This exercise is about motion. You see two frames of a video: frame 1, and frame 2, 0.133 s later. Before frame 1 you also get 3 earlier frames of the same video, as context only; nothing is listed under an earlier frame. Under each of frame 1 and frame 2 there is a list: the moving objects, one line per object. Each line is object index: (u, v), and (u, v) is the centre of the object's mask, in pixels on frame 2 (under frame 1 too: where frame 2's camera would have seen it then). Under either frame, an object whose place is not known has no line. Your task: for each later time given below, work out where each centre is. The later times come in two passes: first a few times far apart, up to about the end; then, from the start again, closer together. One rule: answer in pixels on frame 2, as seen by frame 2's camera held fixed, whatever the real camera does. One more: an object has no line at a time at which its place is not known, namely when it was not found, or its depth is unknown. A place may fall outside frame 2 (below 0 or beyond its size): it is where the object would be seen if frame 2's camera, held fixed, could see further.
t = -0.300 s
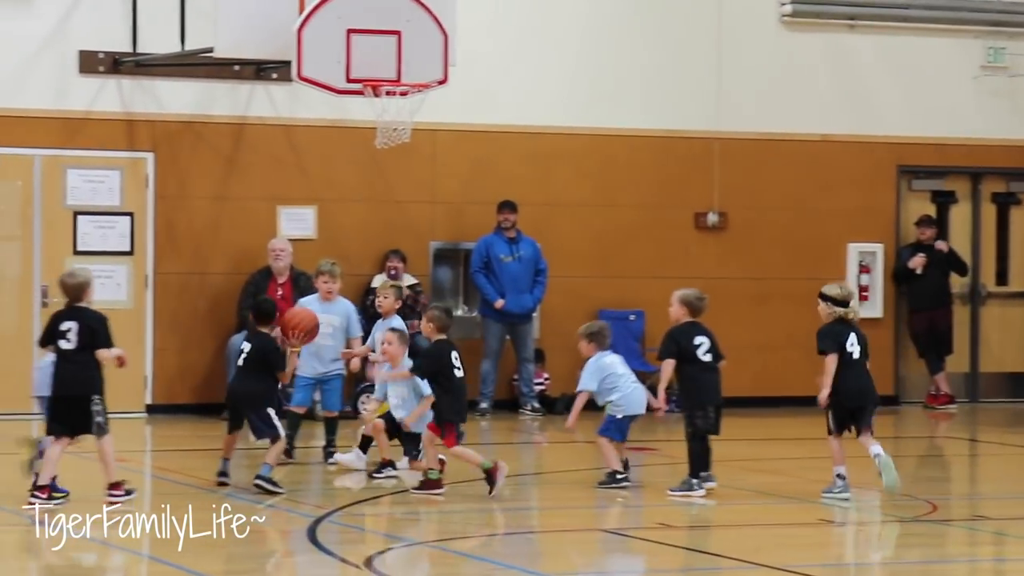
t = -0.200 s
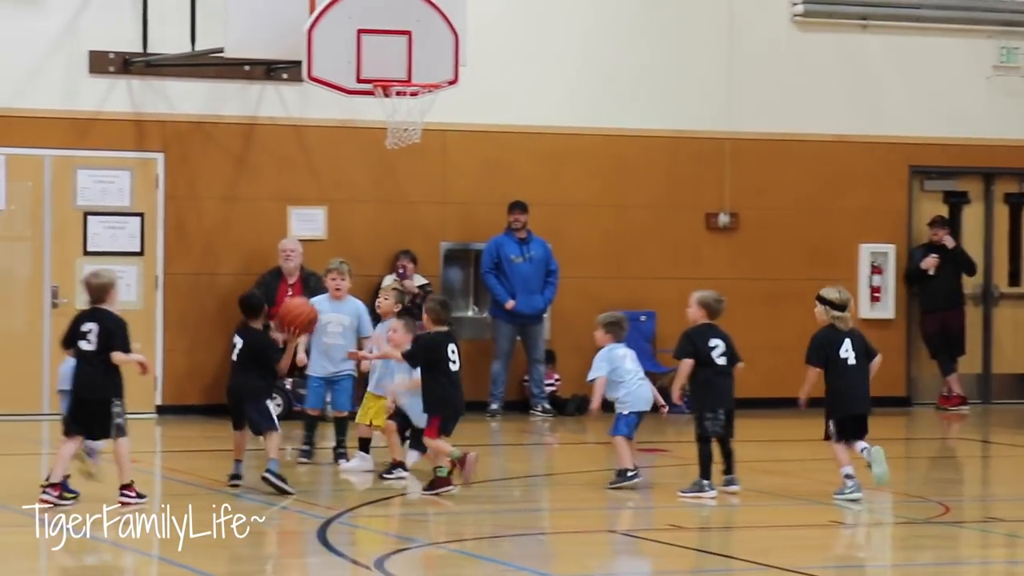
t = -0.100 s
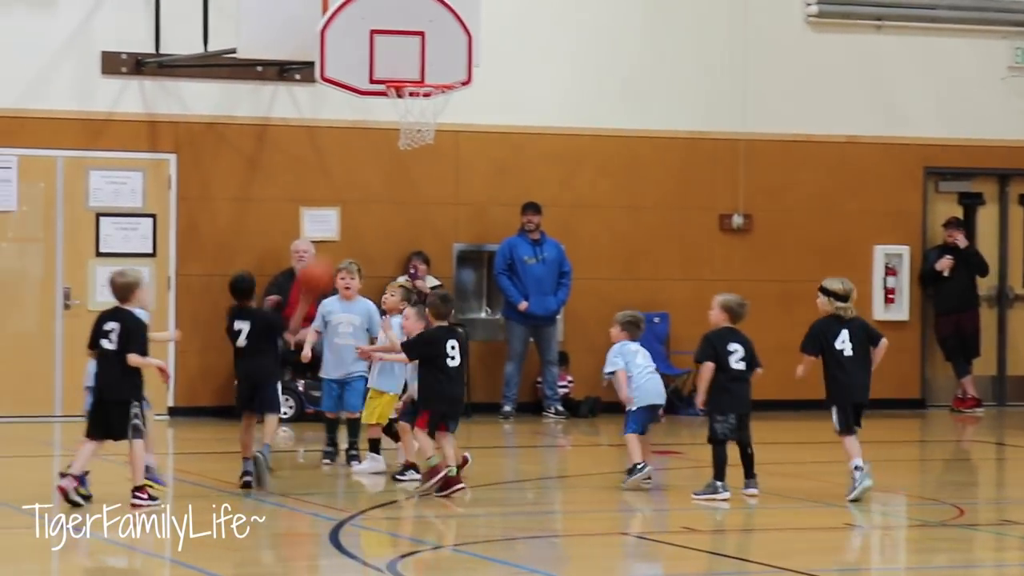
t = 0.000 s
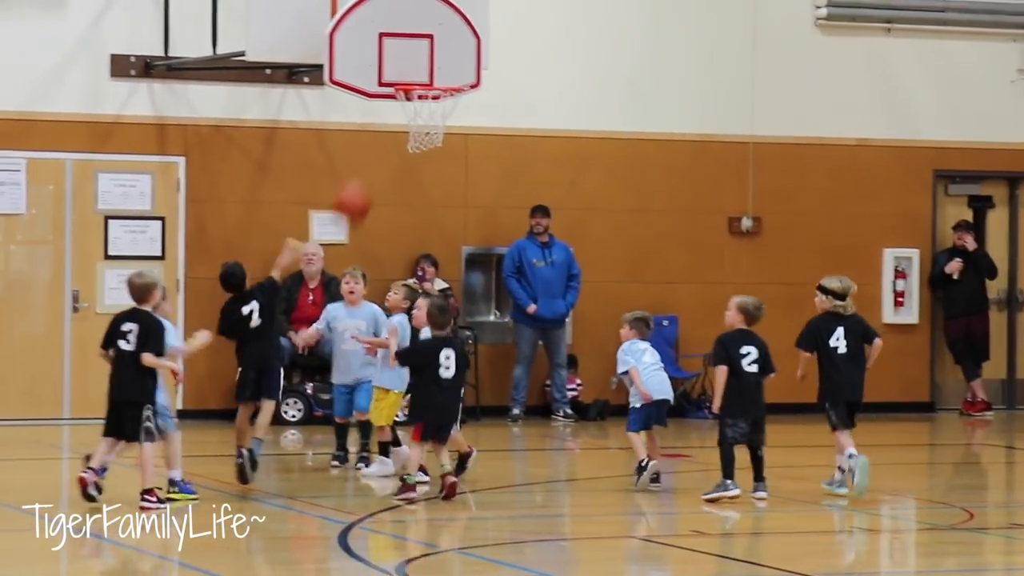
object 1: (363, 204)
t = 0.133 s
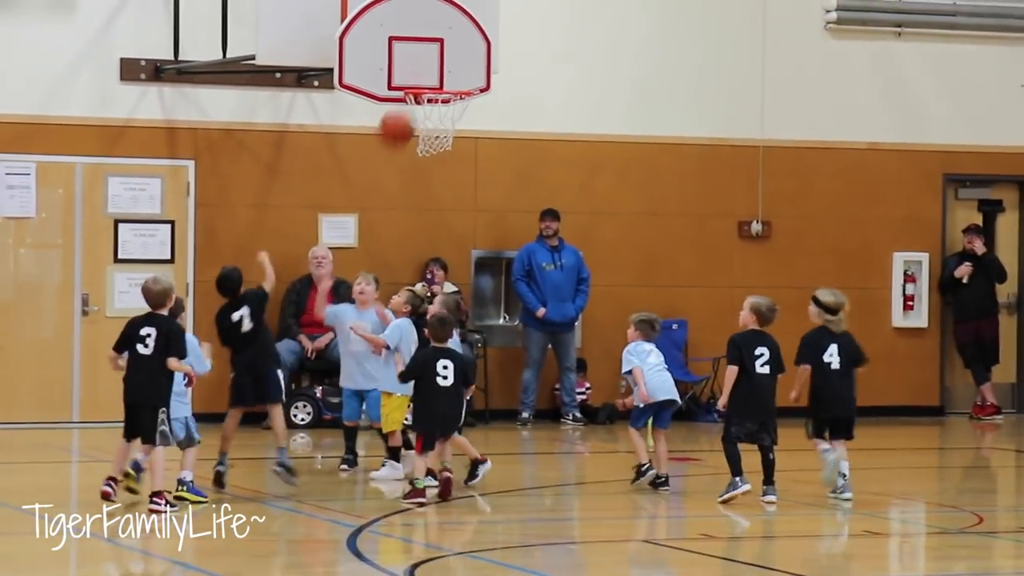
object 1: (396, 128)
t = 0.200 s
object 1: (413, 98)
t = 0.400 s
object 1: (460, 57)
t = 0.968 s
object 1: (573, 242)
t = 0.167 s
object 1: (405, 110)
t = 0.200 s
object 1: (413, 98)
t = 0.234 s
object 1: (421, 88)
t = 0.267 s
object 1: (430, 77)
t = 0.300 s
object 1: (437, 70)
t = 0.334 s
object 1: (445, 64)
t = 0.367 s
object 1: (452, 60)
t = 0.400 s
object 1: (460, 57)
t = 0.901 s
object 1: (561, 203)
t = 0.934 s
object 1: (568, 221)
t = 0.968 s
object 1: (573, 242)
